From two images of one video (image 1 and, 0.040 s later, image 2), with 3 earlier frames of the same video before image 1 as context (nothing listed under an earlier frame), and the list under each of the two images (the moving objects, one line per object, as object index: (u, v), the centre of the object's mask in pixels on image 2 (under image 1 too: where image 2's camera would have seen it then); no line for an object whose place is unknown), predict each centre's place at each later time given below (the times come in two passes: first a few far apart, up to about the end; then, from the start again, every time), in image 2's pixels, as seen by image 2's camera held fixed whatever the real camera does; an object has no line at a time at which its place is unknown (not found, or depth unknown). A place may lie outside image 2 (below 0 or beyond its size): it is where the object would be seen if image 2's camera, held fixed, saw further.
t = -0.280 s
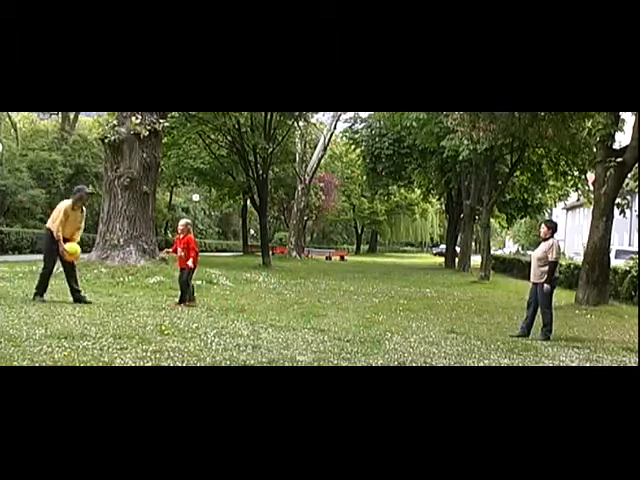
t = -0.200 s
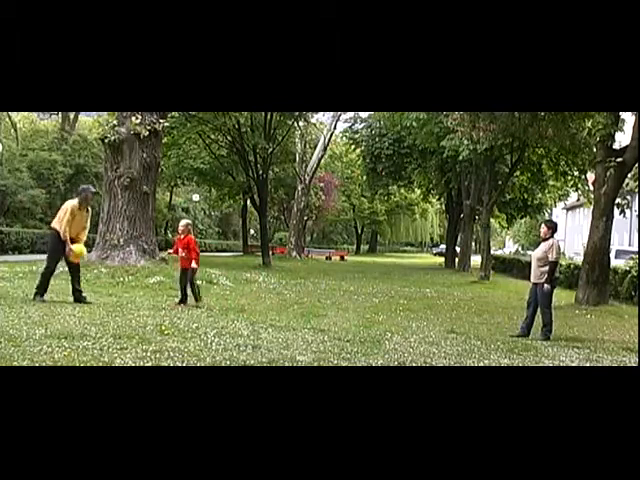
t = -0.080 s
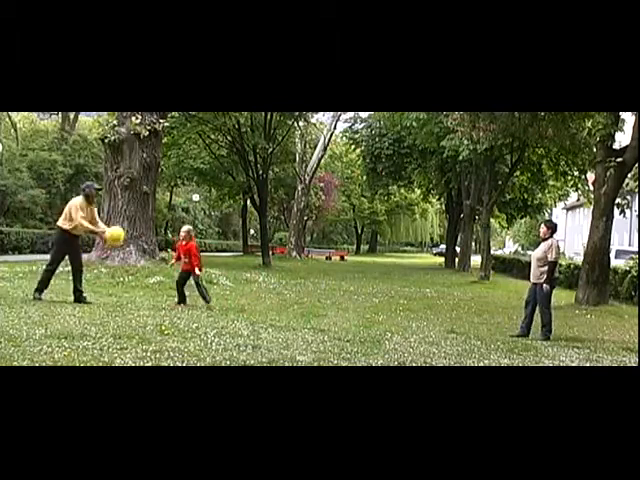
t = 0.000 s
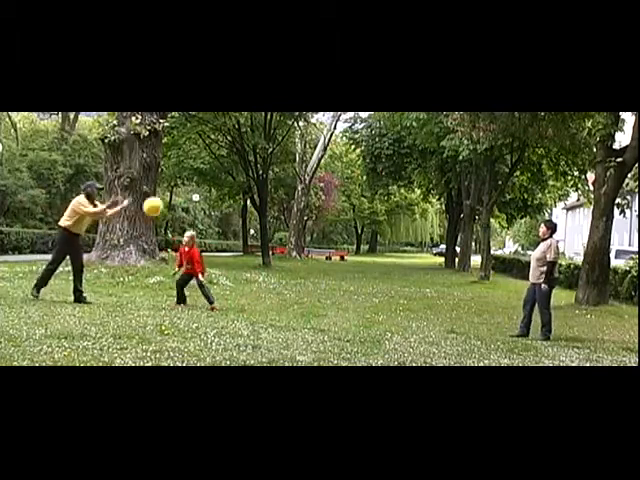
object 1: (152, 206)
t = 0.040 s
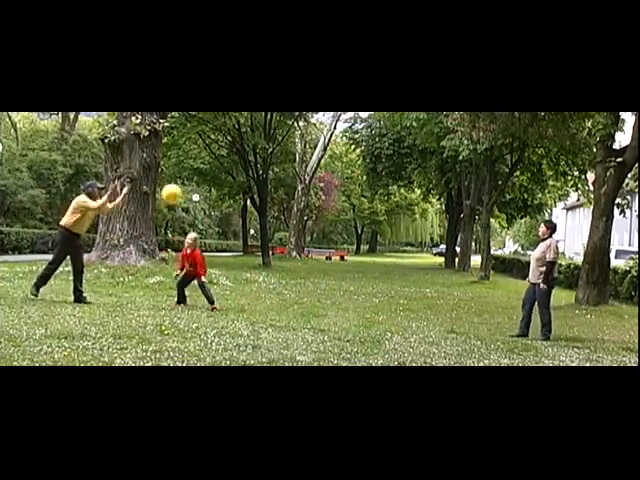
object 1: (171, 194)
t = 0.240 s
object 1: (255, 149)
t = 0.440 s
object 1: (329, 137)
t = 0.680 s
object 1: (406, 159)
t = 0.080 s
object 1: (189, 182)
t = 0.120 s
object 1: (207, 172)
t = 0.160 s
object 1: (223, 163)
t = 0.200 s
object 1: (239, 156)
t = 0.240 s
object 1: (255, 149)
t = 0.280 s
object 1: (271, 144)
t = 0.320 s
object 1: (286, 141)
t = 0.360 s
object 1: (301, 138)
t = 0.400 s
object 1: (315, 136)
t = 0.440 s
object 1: (329, 137)
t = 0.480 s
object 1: (342, 137)
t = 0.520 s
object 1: (356, 138)
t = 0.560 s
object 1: (369, 143)
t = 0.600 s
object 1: (382, 147)
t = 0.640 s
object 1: (394, 152)
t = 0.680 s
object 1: (406, 159)
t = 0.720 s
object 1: (418, 167)
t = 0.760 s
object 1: (430, 175)
